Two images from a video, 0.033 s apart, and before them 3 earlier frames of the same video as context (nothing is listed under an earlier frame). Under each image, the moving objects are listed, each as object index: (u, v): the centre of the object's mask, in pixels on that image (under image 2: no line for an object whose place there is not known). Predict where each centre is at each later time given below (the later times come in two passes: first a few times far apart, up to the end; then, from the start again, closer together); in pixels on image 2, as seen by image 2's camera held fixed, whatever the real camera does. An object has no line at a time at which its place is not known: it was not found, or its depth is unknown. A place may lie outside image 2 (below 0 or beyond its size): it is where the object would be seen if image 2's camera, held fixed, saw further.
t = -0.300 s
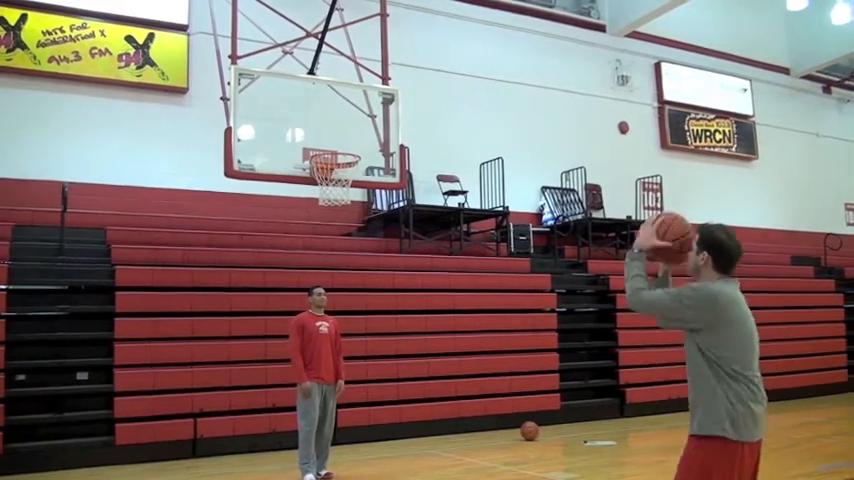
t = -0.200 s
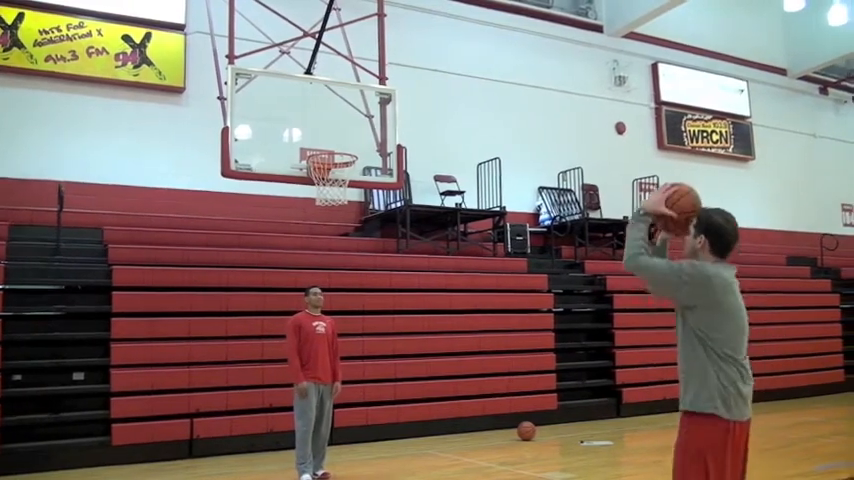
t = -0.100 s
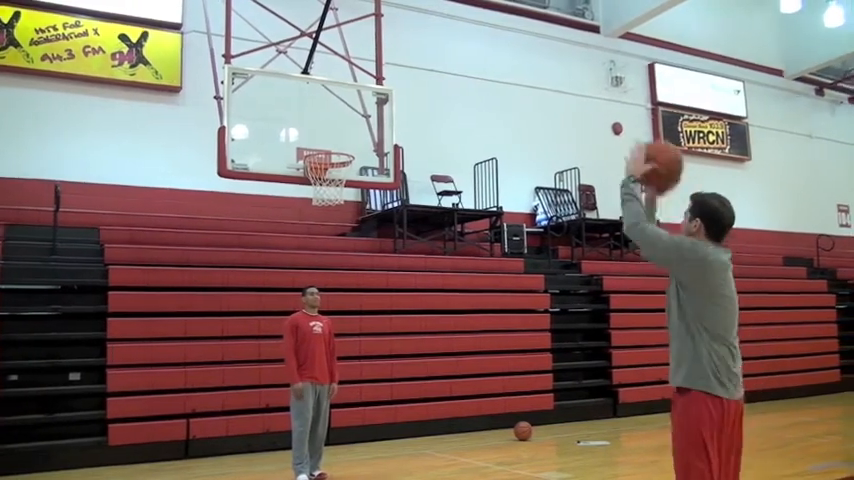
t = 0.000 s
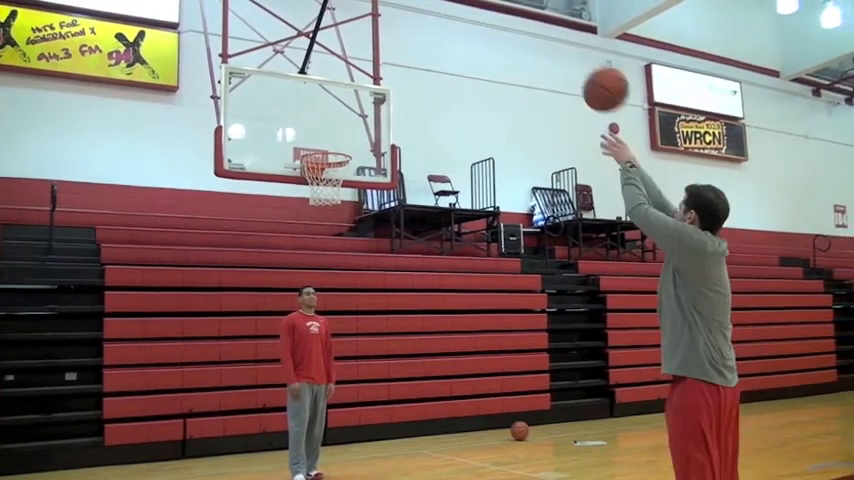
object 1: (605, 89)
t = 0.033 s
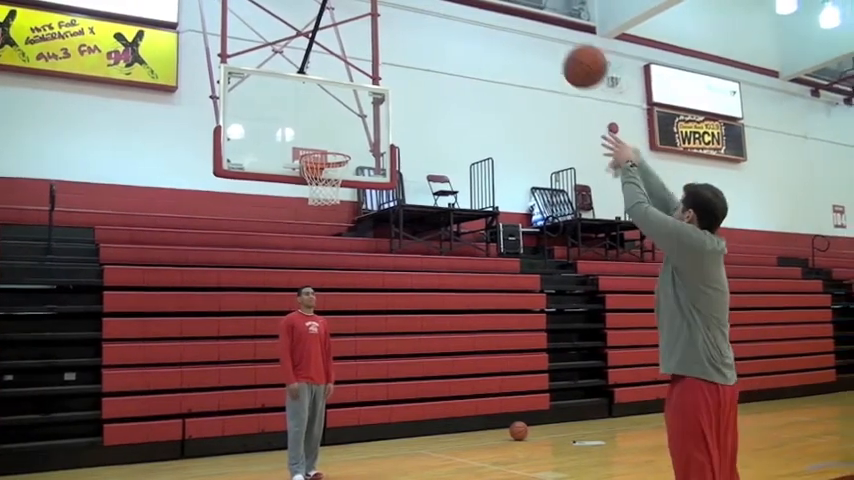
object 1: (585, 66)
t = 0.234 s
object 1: (494, 4)
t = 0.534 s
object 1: (401, 6)
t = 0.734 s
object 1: (358, 56)
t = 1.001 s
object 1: (321, 160)
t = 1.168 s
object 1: (325, 201)
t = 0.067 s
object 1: (566, 47)
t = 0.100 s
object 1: (550, 30)
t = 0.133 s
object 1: (533, 17)
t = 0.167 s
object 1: (518, 11)
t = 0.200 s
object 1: (504, 7)
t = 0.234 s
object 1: (494, 4)
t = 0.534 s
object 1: (401, 6)
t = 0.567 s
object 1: (394, 9)
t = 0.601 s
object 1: (386, 14)
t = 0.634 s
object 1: (379, 23)
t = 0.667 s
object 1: (372, 33)
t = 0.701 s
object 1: (364, 44)
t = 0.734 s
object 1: (358, 56)
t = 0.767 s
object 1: (352, 68)
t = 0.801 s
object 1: (346, 82)
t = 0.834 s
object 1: (340, 96)
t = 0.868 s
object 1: (334, 111)
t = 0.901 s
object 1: (329, 127)
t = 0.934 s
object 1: (324, 142)
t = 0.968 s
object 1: (321, 151)
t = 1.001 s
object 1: (321, 160)
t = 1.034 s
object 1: (320, 164)
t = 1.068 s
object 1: (318, 168)
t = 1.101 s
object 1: (317, 158)
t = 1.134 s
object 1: (323, 198)
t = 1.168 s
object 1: (325, 201)
